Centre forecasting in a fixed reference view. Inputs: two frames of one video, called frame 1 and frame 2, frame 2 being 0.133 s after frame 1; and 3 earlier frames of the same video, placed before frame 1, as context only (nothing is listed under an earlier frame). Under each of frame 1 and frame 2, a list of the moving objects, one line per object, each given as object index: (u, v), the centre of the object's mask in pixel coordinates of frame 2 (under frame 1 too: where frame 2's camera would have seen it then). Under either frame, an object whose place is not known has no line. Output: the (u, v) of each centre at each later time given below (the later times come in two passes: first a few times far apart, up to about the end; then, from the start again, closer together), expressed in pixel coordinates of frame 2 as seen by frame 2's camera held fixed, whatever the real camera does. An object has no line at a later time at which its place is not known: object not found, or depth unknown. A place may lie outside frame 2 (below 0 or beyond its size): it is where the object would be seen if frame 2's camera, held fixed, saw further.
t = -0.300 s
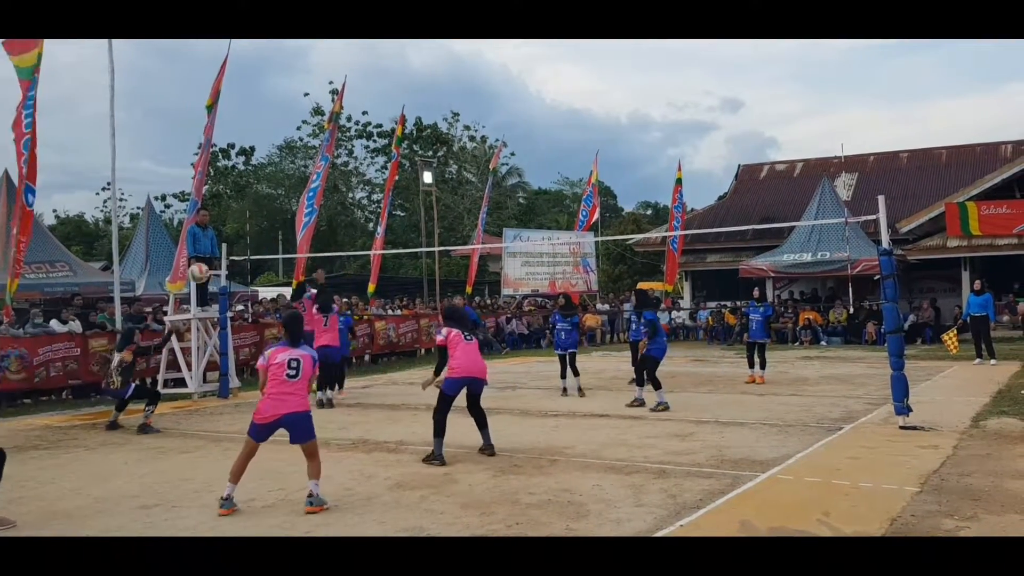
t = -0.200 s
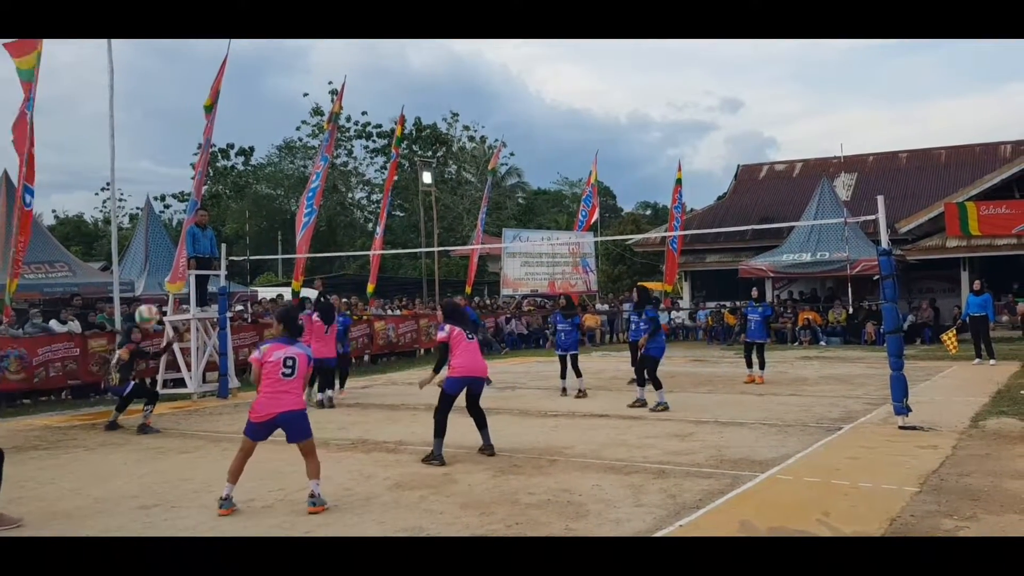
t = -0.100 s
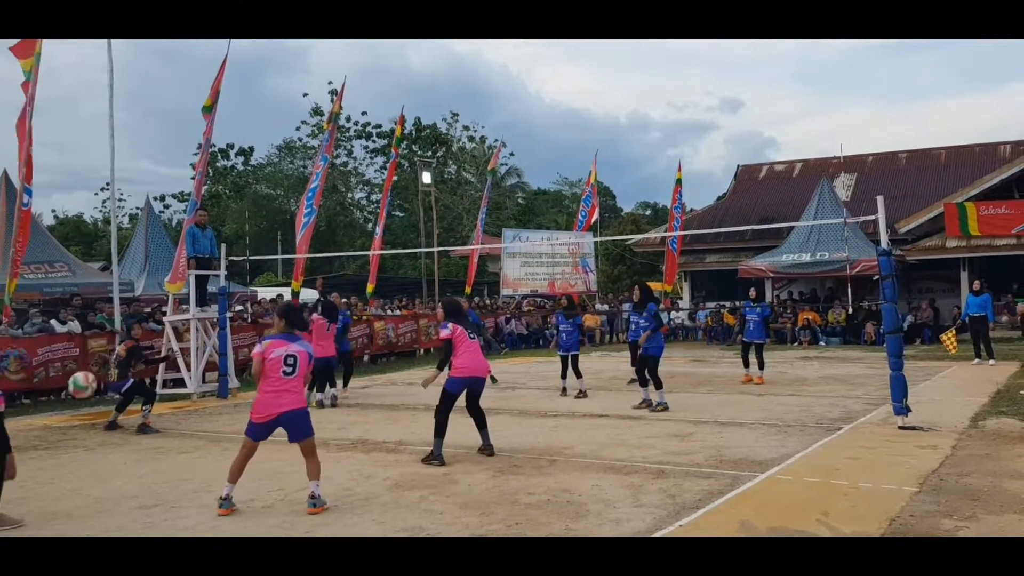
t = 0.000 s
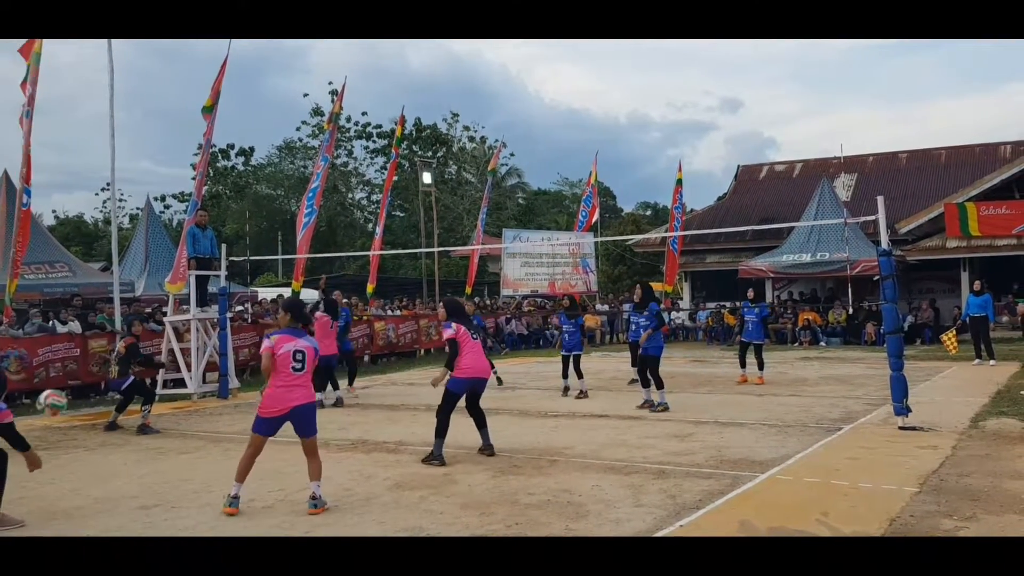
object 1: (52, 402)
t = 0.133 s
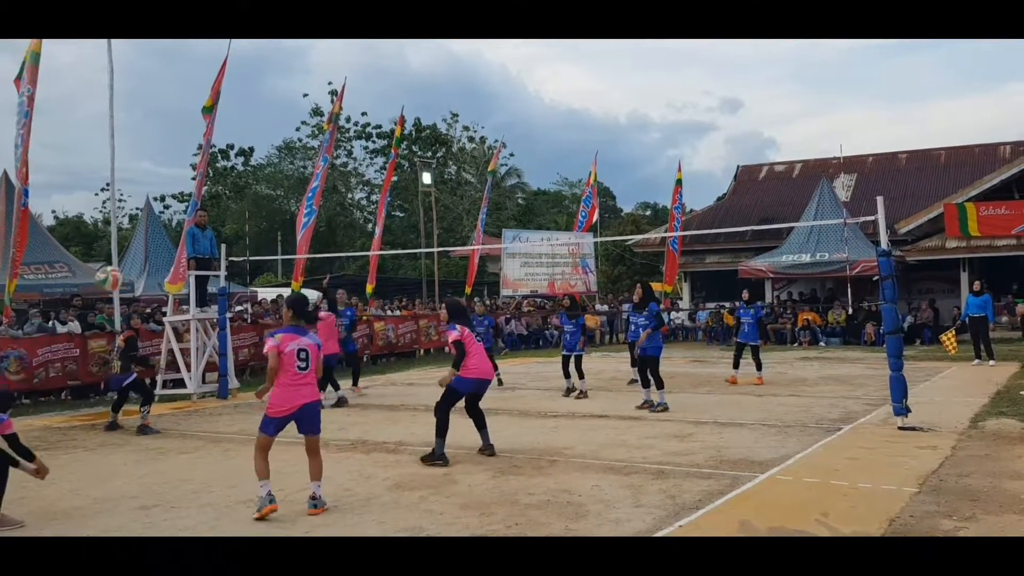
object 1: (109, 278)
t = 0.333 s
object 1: (181, 156)
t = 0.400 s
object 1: (203, 128)
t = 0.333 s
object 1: (181, 156)
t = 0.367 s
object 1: (192, 142)
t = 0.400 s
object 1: (203, 128)
